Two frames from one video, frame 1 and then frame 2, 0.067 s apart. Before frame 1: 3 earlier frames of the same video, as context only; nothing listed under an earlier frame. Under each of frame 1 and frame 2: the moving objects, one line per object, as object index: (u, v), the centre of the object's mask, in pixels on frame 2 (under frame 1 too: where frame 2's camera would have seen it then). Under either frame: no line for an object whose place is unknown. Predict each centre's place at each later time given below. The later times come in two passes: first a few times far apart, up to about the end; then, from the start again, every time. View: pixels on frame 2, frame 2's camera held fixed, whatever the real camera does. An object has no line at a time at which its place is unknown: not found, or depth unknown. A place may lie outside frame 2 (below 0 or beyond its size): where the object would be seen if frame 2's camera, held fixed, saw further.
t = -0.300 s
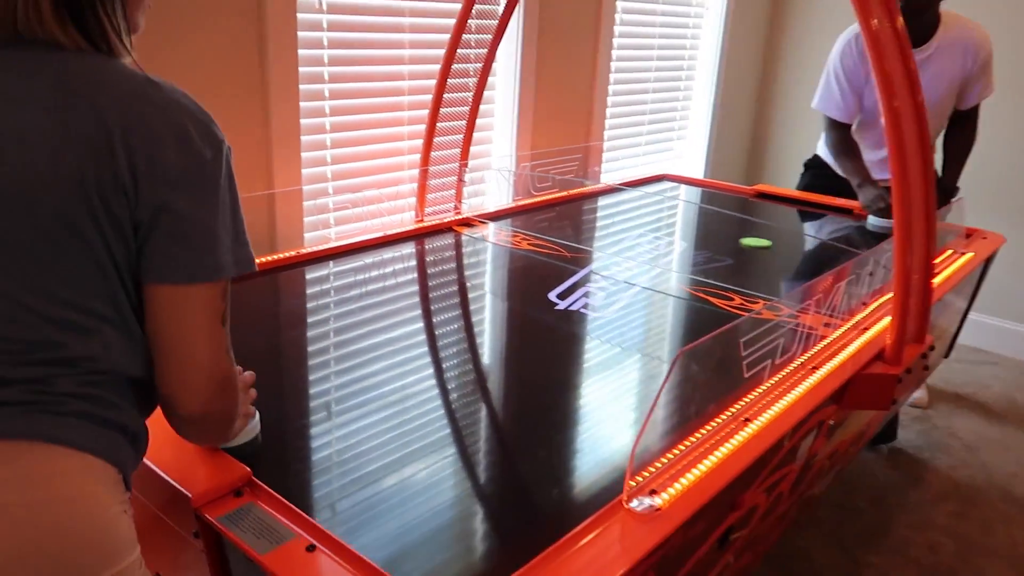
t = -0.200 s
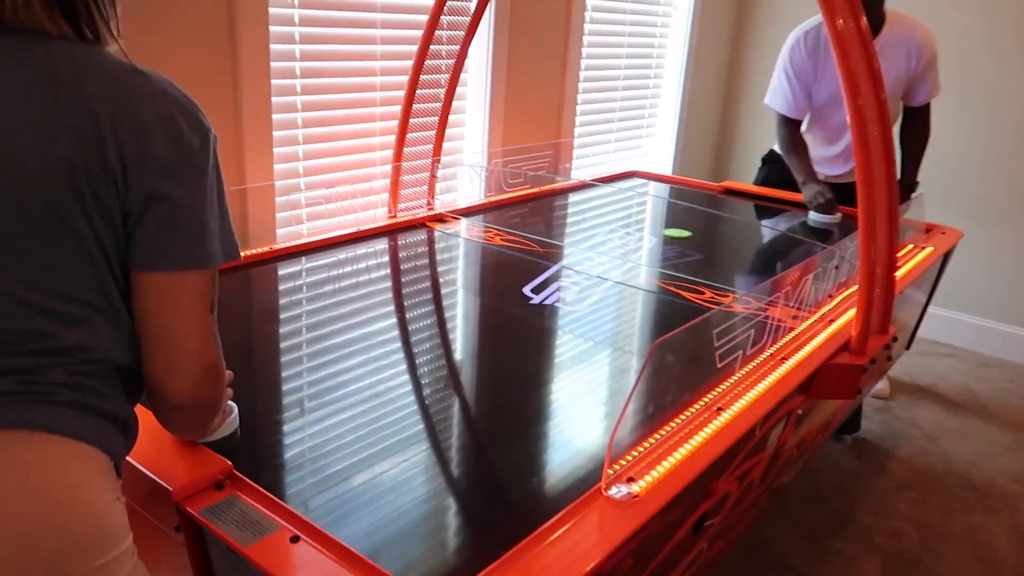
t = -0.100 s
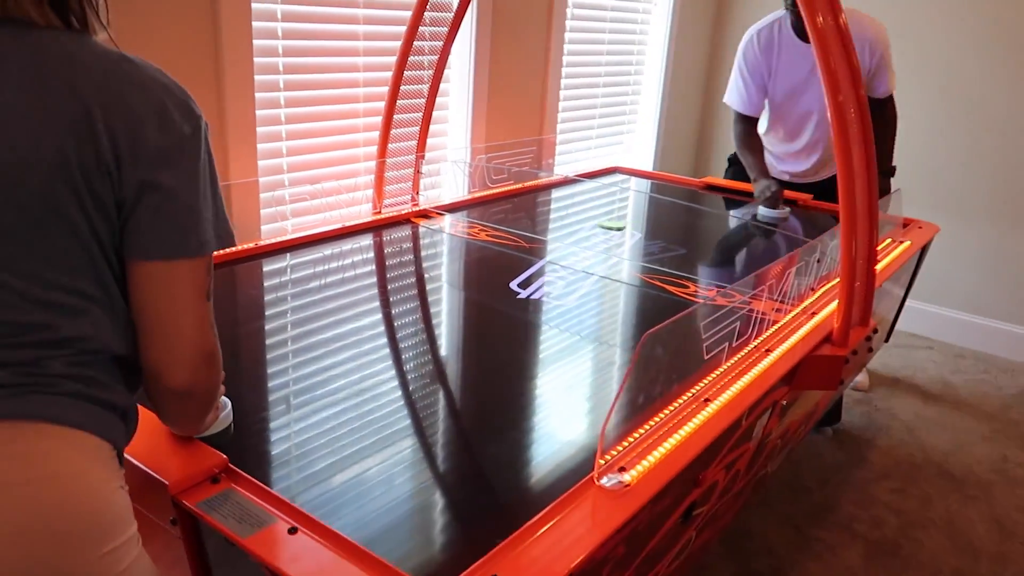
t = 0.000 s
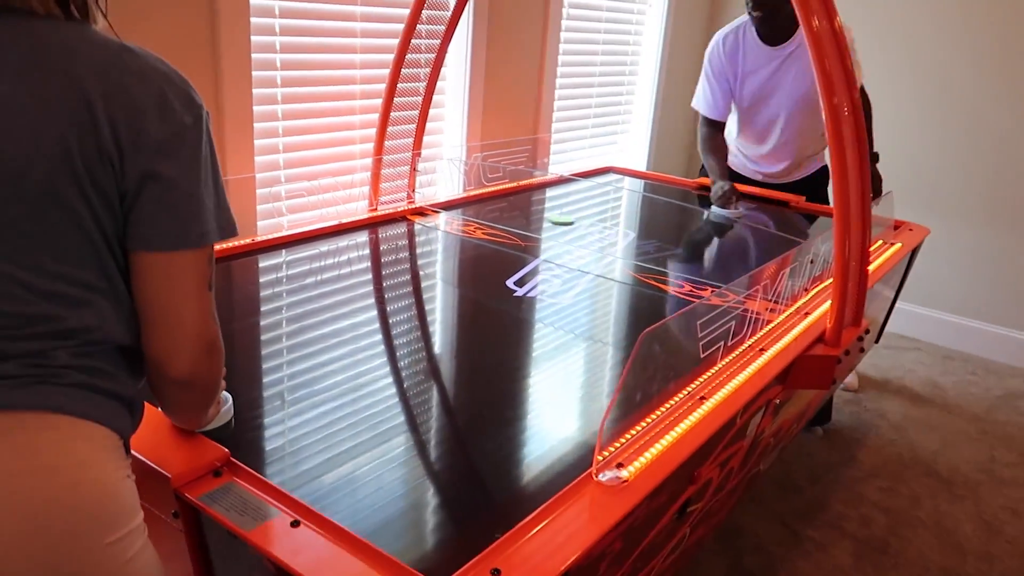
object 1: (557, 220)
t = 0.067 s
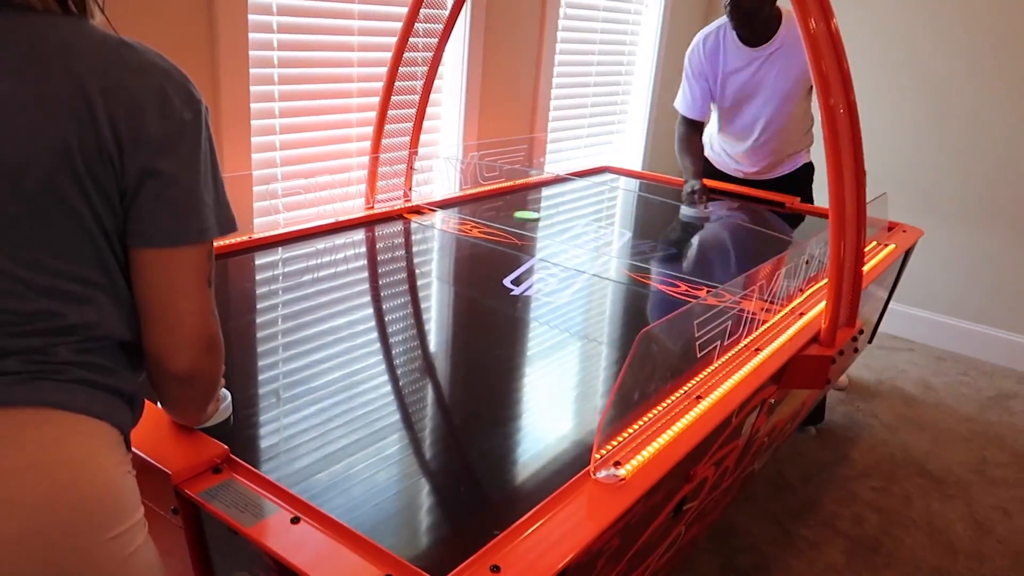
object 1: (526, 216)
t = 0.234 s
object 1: (454, 208)
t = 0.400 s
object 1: (463, 225)
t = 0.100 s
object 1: (512, 214)
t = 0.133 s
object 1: (498, 212)
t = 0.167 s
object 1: (483, 211)
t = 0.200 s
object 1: (469, 210)
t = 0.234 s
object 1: (454, 208)
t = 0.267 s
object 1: (451, 210)
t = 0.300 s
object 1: (454, 214)
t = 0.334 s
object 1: (456, 217)
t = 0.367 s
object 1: (458, 220)
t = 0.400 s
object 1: (463, 225)
